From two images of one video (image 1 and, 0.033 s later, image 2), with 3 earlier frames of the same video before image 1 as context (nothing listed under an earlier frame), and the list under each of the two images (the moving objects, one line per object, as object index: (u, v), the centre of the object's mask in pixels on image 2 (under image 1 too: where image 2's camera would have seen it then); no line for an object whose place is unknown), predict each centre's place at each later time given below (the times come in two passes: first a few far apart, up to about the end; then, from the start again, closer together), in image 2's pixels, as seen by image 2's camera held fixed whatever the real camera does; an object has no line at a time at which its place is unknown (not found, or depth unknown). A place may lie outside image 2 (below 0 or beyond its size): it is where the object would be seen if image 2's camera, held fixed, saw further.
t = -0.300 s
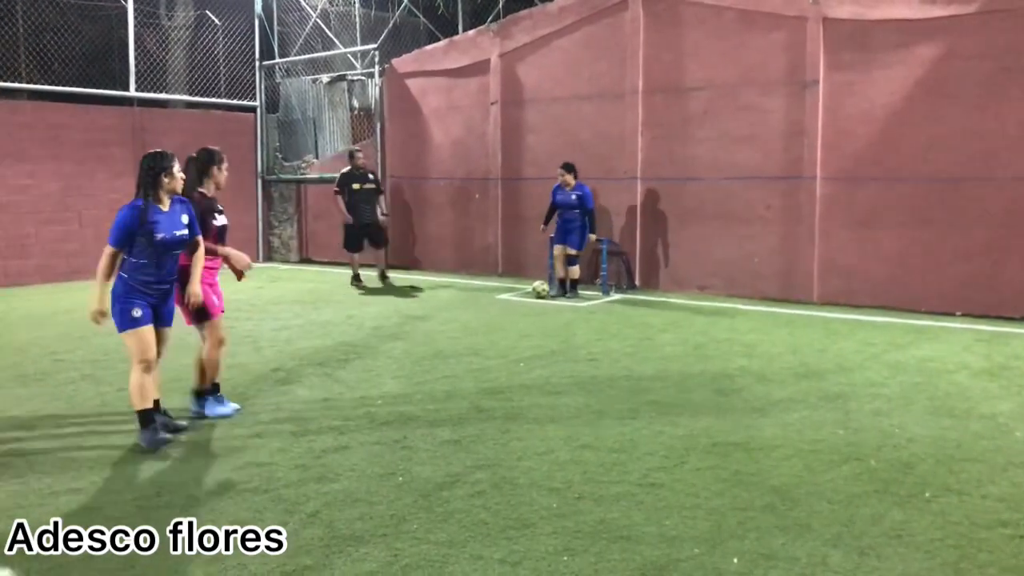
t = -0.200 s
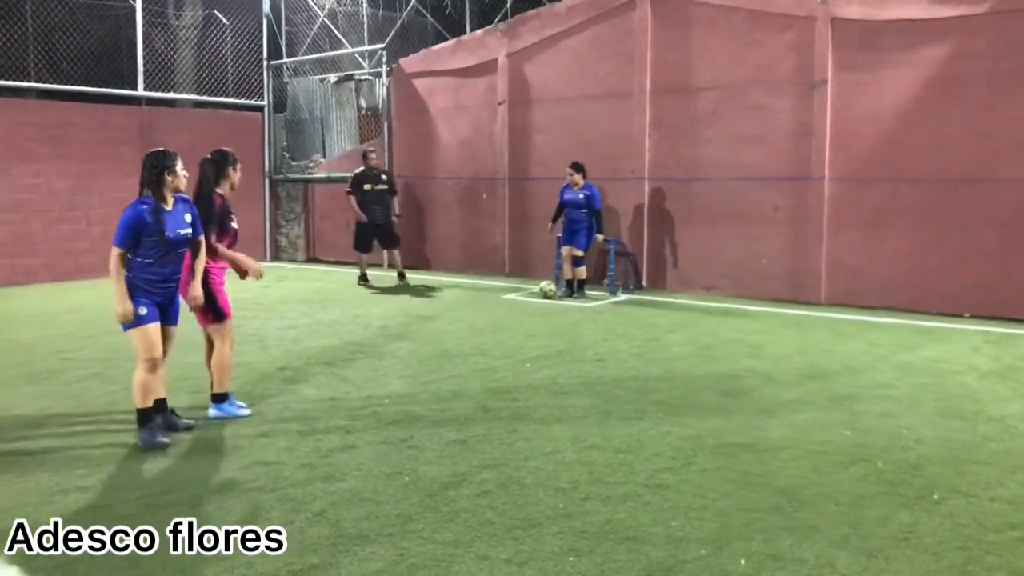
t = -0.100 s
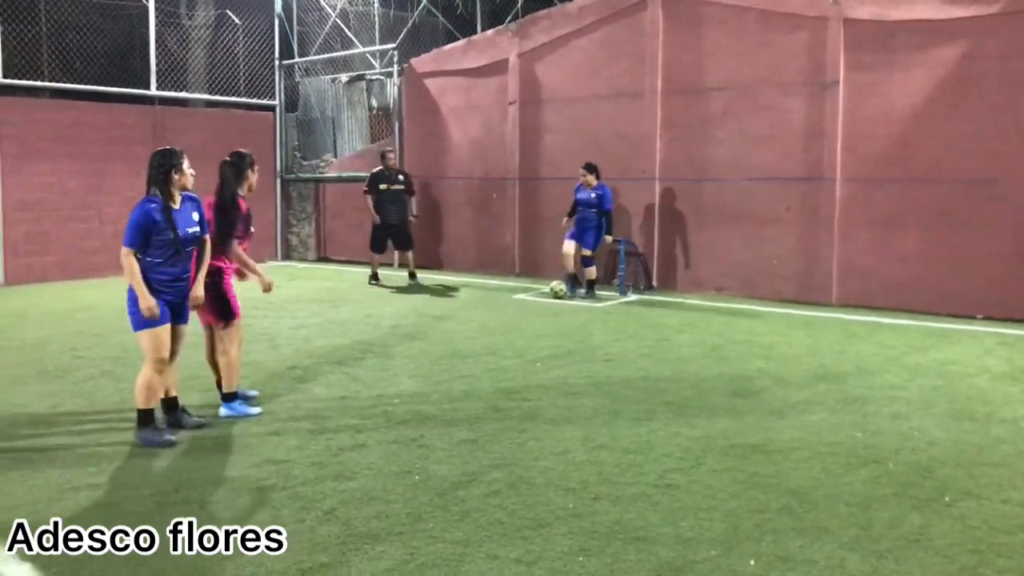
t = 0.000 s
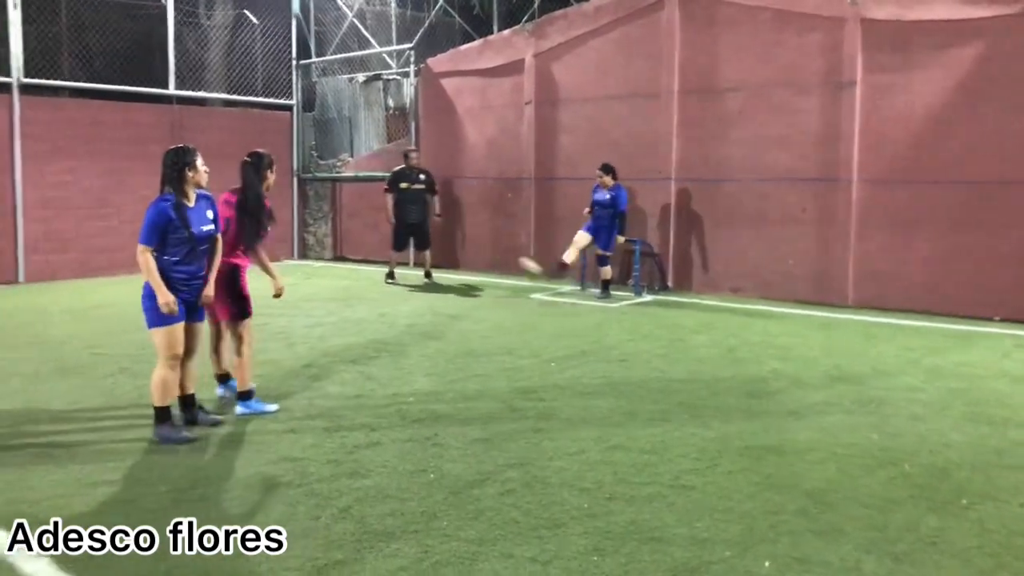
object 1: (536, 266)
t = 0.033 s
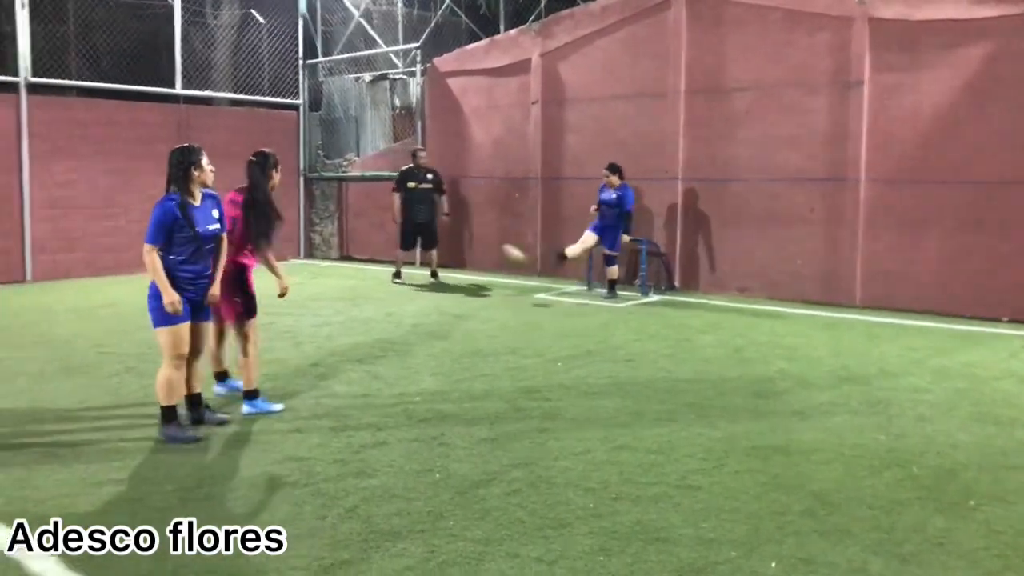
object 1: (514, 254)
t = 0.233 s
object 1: (380, 199)
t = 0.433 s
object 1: (241, 180)
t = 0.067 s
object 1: (492, 244)
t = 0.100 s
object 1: (470, 233)
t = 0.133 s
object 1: (447, 226)
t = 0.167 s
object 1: (425, 214)
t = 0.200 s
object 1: (402, 207)
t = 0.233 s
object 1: (380, 199)
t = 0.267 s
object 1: (358, 194)
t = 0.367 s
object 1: (290, 183)
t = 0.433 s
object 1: (241, 180)
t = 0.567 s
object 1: (155, 187)
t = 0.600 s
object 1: (133, 194)
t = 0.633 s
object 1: (111, 199)
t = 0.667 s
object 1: (90, 206)
